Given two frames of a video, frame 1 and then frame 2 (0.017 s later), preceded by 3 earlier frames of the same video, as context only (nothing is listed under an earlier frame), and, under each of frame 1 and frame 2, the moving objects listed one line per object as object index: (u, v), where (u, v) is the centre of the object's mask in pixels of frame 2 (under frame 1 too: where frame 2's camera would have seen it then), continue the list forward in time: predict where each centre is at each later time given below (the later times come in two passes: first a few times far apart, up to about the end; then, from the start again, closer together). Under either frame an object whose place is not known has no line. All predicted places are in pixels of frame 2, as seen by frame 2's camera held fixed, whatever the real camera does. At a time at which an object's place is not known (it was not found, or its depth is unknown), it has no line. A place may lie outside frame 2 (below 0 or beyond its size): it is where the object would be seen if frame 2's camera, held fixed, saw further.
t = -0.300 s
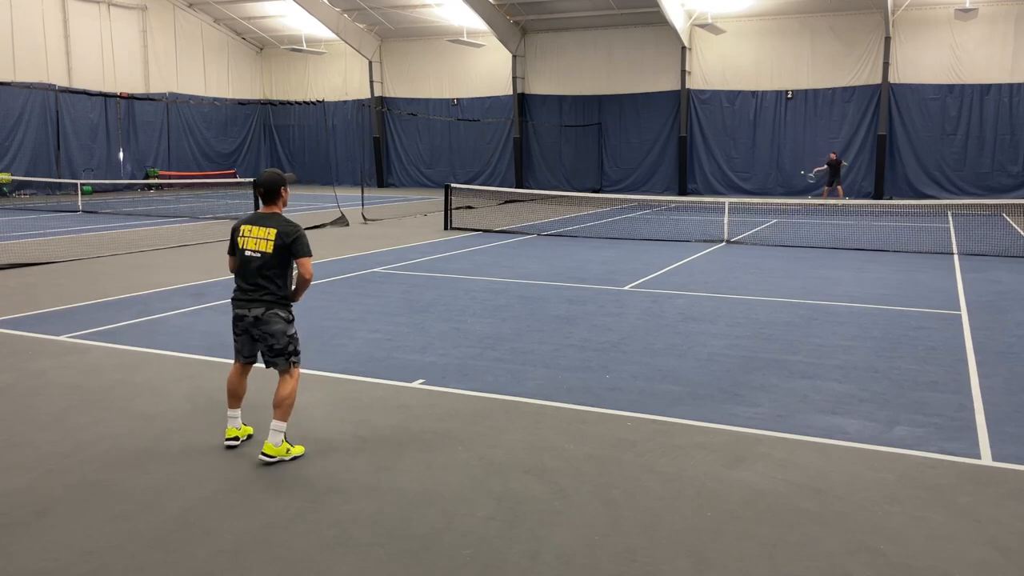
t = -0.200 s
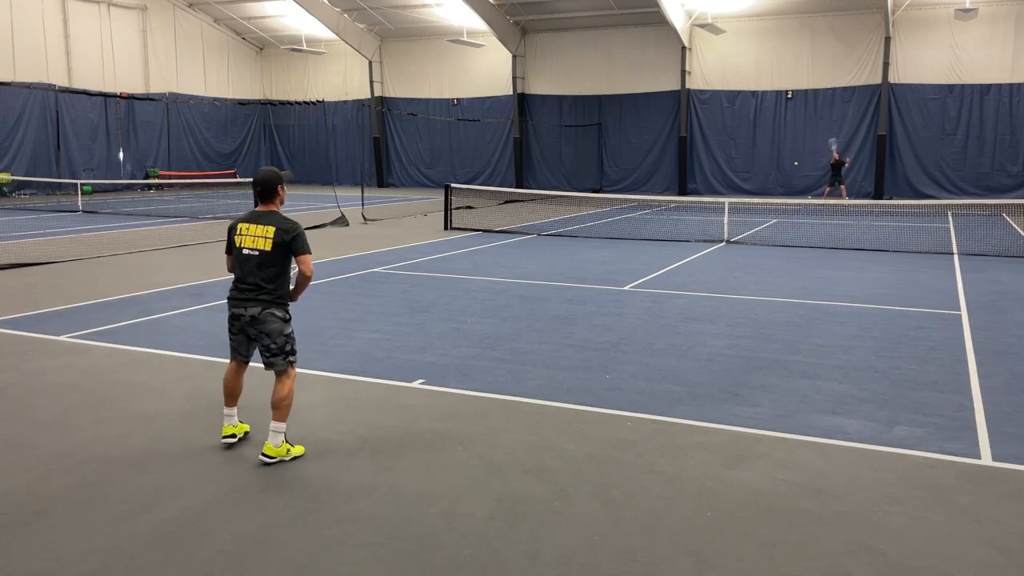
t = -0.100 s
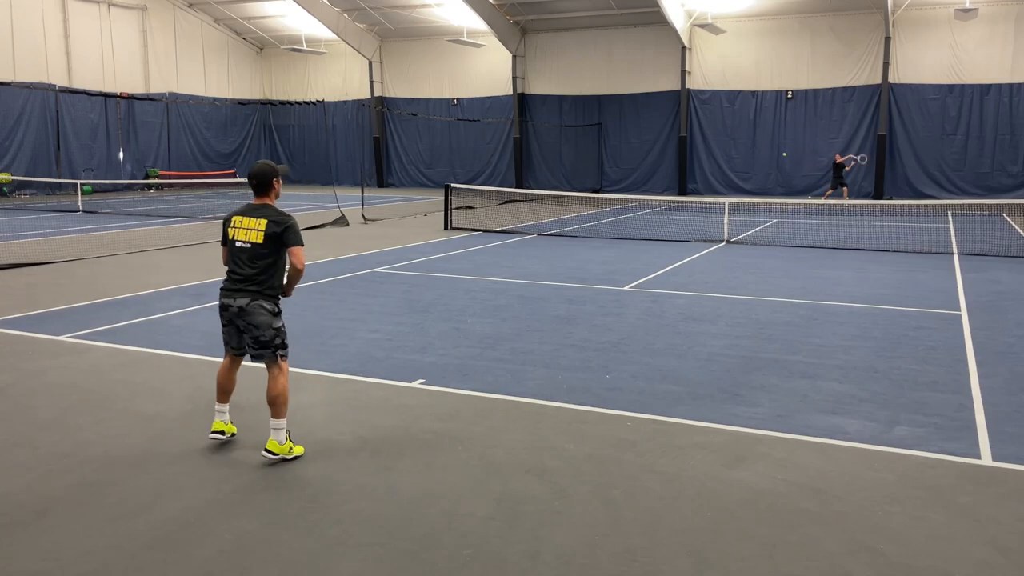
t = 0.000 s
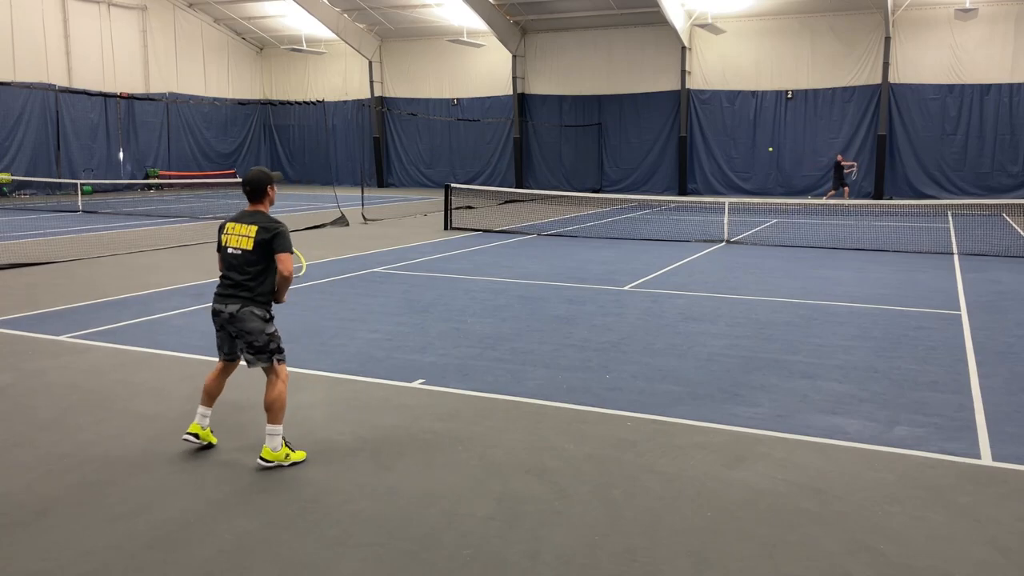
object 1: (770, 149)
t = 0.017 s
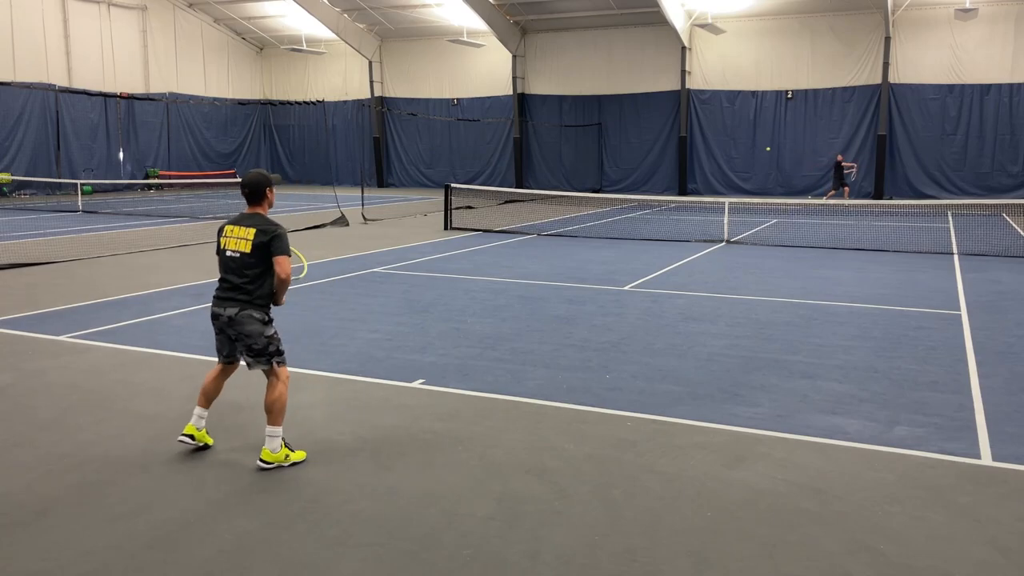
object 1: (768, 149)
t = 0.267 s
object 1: (718, 164)
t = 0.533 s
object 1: (627, 252)
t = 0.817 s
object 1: (500, 270)
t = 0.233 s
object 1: (726, 159)
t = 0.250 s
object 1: (722, 162)
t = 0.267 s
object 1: (718, 164)
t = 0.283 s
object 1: (714, 167)
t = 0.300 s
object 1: (709, 170)
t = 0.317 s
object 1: (705, 173)
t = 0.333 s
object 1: (700, 177)
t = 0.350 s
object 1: (695, 181)
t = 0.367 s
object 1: (690, 186)
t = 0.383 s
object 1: (684, 191)
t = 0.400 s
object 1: (679, 195)
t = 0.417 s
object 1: (673, 201)
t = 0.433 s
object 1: (667, 207)
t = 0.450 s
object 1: (662, 213)
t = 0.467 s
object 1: (655, 220)
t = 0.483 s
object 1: (648, 227)
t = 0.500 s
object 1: (642, 235)
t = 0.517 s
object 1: (634, 243)
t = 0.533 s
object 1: (627, 252)
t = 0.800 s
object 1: (508, 273)
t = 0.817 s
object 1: (500, 270)
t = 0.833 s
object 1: (492, 268)
